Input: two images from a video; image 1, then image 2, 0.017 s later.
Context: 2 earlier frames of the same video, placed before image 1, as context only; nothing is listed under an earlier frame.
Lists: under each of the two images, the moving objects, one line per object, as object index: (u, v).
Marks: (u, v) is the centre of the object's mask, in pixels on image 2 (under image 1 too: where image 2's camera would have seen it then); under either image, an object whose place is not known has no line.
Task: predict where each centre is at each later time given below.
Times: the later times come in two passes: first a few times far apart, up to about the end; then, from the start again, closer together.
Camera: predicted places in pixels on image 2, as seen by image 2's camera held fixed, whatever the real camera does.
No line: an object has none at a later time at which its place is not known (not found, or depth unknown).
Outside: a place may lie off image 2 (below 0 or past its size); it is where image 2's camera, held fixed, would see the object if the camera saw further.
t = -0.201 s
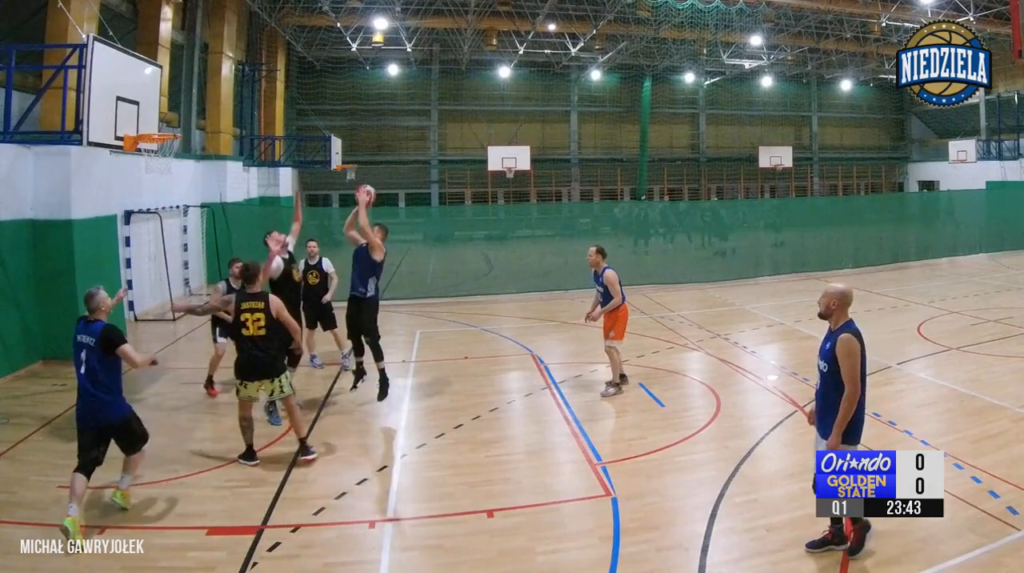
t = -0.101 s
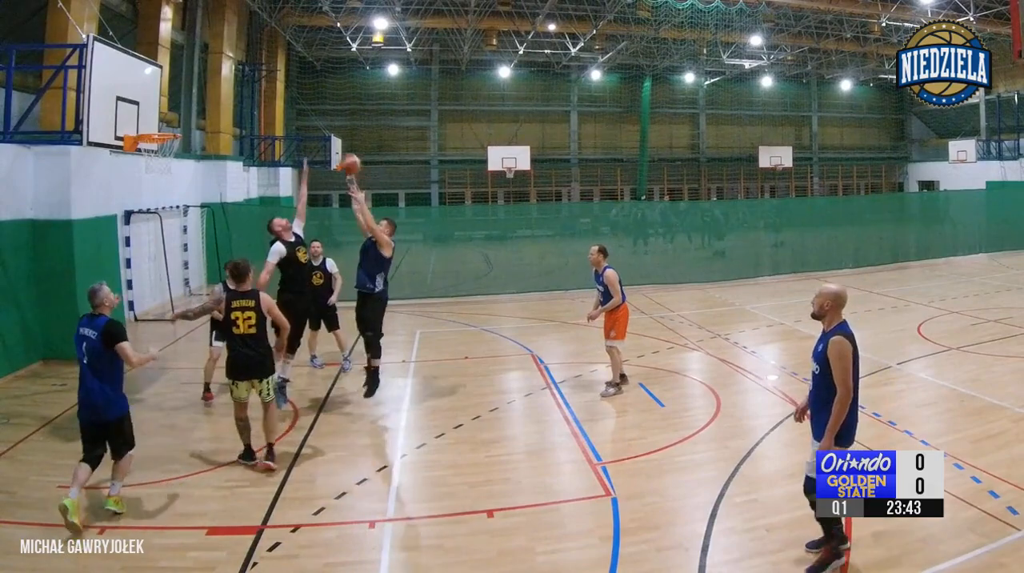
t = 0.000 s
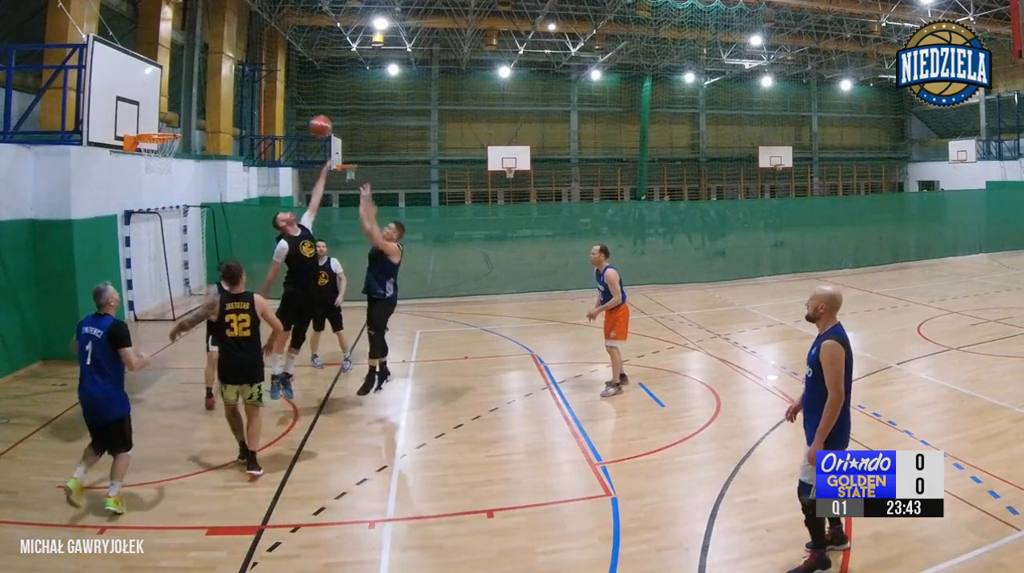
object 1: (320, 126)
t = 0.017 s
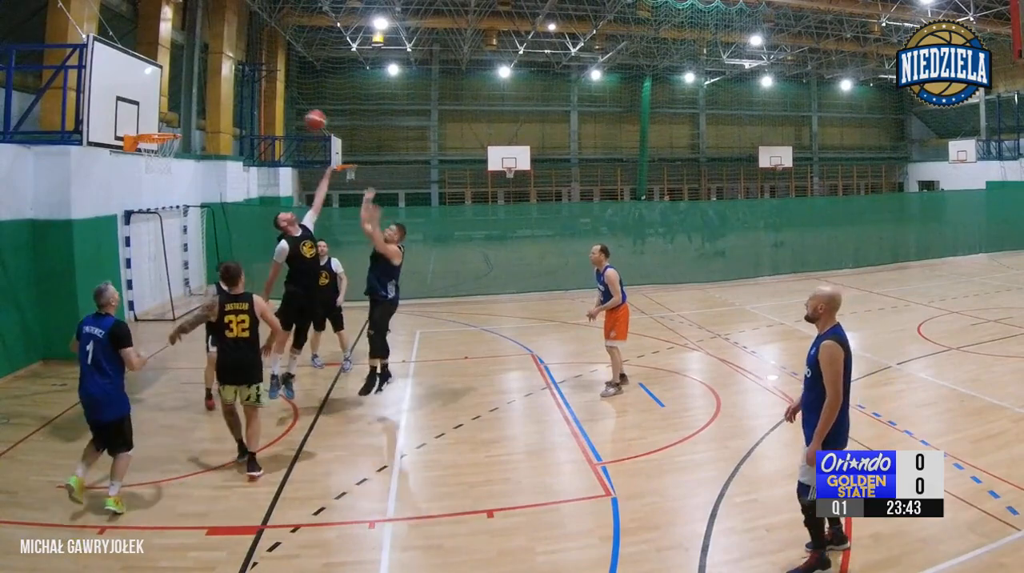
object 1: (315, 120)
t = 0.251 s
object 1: (248, 67)
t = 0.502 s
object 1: (176, 63)
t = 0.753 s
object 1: (161, 110)
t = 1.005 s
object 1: (151, 113)
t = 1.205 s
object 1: (148, 123)
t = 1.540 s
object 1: (149, 154)
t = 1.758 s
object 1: (129, 205)
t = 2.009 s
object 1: (115, 317)
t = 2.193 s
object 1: (112, 421)
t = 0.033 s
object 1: (311, 116)
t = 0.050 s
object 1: (306, 110)
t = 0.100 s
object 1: (292, 96)
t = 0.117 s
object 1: (287, 92)
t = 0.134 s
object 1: (282, 87)
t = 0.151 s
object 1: (276, 84)
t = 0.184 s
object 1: (266, 77)
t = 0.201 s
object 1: (262, 74)
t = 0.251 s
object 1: (248, 67)
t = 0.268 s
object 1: (244, 65)
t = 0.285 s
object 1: (239, 64)
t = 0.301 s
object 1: (234, 62)
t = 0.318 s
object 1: (230, 61)
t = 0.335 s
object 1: (224, 60)
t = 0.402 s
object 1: (205, 57)
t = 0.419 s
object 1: (200, 58)
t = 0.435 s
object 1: (195, 58)
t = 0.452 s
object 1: (191, 59)
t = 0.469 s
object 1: (186, 59)
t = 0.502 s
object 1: (176, 63)
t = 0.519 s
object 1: (172, 65)
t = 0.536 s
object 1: (166, 68)
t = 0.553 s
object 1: (162, 70)
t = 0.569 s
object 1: (156, 72)
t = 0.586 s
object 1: (152, 75)
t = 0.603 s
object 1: (146, 79)
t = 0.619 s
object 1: (141, 83)
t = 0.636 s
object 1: (138, 86)
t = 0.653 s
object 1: (141, 89)
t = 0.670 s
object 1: (144, 92)
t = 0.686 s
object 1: (147, 95)
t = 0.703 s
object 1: (151, 98)
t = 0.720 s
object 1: (155, 102)
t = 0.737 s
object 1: (158, 106)
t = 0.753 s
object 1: (161, 110)
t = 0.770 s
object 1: (164, 115)
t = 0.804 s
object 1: (171, 123)
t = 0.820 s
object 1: (172, 125)
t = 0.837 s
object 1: (170, 123)
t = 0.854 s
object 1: (169, 122)
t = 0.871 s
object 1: (168, 121)
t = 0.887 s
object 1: (166, 119)
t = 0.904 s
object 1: (163, 117)
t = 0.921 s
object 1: (160, 116)
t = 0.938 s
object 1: (158, 114)
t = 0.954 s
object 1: (156, 114)
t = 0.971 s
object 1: (156, 114)
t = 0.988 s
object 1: (154, 113)
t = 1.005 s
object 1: (151, 113)
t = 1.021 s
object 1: (149, 113)
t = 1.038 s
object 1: (147, 114)
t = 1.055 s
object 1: (145, 115)
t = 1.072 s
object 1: (143, 116)
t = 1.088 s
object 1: (141, 117)
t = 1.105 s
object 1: (139, 119)
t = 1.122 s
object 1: (138, 120)
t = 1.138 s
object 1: (140, 122)
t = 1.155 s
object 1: (141, 123)
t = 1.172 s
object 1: (143, 124)
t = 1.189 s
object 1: (144, 124)
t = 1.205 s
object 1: (148, 123)
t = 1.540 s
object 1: (149, 154)
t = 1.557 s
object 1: (148, 157)
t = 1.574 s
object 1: (146, 160)
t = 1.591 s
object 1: (145, 162)
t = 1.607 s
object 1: (143, 167)
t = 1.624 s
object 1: (141, 170)
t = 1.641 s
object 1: (140, 173)
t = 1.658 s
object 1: (138, 177)
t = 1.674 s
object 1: (137, 181)
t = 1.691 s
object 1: (135, 185)
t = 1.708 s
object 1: (134, 190)
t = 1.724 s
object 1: (133, 195)
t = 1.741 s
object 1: (131, 200)
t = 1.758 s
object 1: (129, 205)
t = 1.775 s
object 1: (128, 211)
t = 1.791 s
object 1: (127, 217)
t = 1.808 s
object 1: (126, 223)
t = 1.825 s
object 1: (124, 230)
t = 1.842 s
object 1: (124, 236)
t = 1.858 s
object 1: (122, 244)
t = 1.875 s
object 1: (121, 251)
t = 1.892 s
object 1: (119, 258)
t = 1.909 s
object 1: (119, 266)
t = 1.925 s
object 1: (118, 274)
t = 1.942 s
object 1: (117, 282)
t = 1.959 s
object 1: (116, 290)
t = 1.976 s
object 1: (116, 299)
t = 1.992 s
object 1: (116, 308)
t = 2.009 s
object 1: (115, 317)
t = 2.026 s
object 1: (114, 327)
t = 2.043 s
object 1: (114, 336)
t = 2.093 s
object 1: (112, 368)
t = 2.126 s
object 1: (112, 388)
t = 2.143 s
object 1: (113, 399)
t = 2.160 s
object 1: (113, 410)
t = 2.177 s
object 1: (113, 423)
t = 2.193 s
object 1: (112, 421)
